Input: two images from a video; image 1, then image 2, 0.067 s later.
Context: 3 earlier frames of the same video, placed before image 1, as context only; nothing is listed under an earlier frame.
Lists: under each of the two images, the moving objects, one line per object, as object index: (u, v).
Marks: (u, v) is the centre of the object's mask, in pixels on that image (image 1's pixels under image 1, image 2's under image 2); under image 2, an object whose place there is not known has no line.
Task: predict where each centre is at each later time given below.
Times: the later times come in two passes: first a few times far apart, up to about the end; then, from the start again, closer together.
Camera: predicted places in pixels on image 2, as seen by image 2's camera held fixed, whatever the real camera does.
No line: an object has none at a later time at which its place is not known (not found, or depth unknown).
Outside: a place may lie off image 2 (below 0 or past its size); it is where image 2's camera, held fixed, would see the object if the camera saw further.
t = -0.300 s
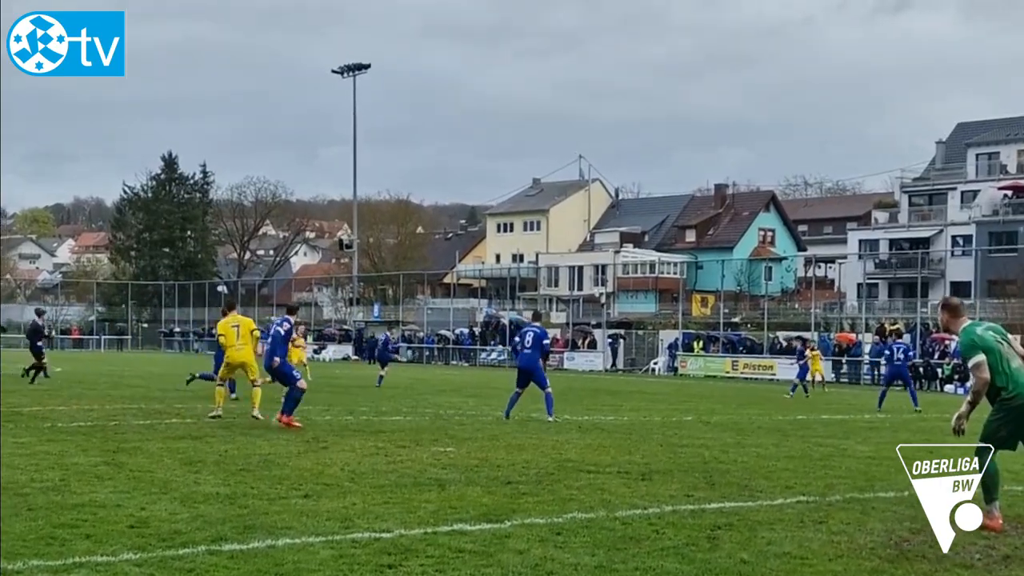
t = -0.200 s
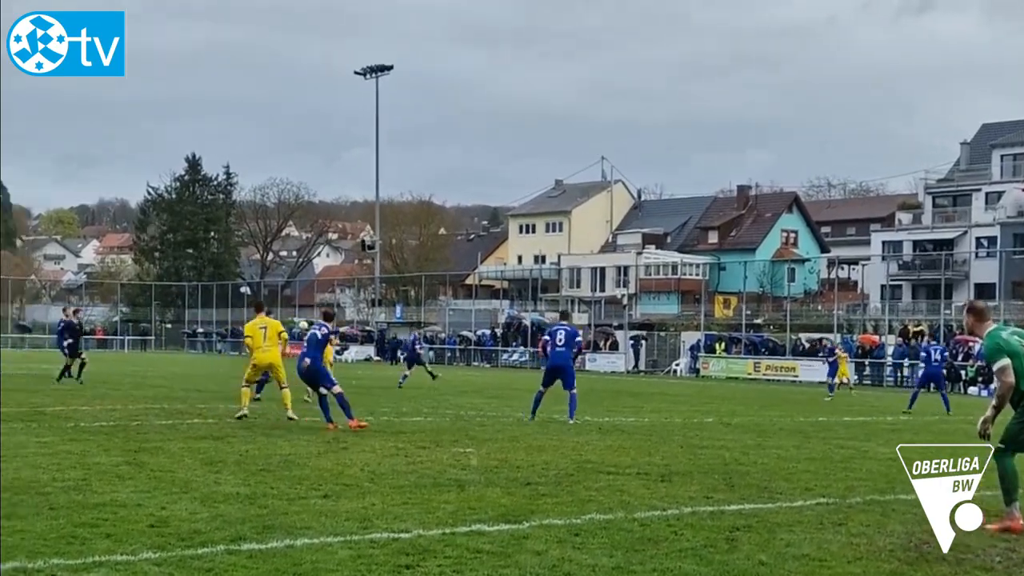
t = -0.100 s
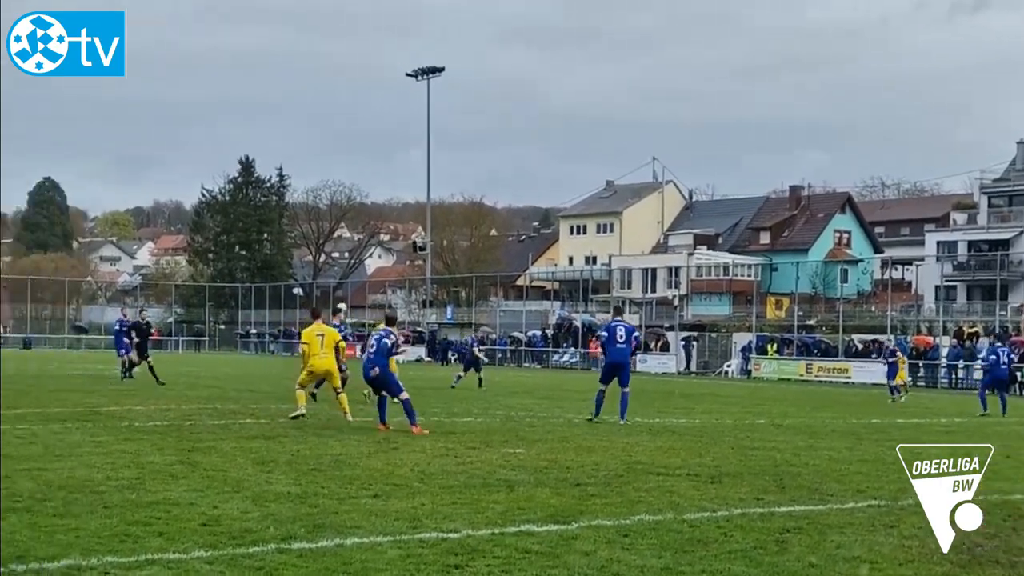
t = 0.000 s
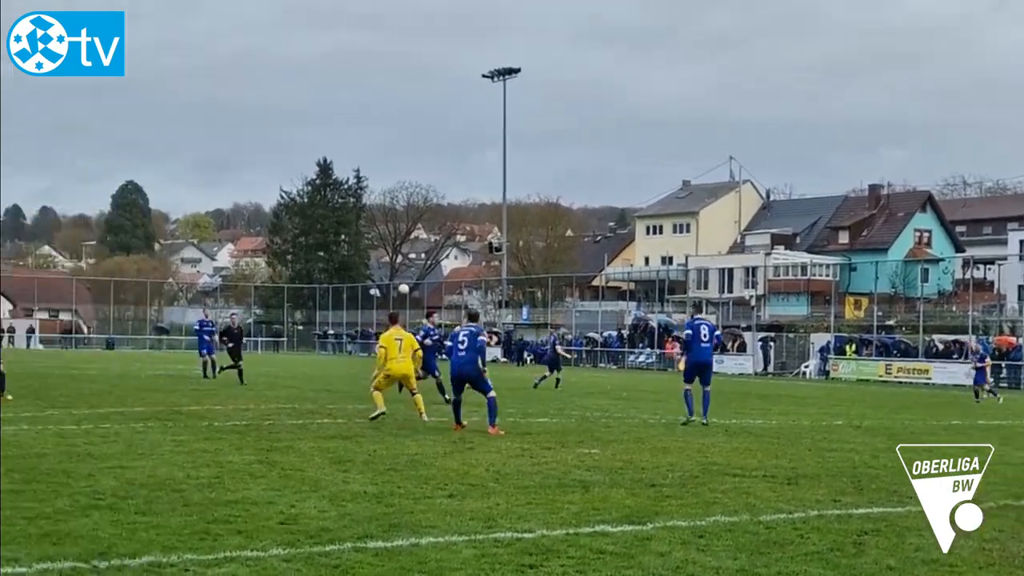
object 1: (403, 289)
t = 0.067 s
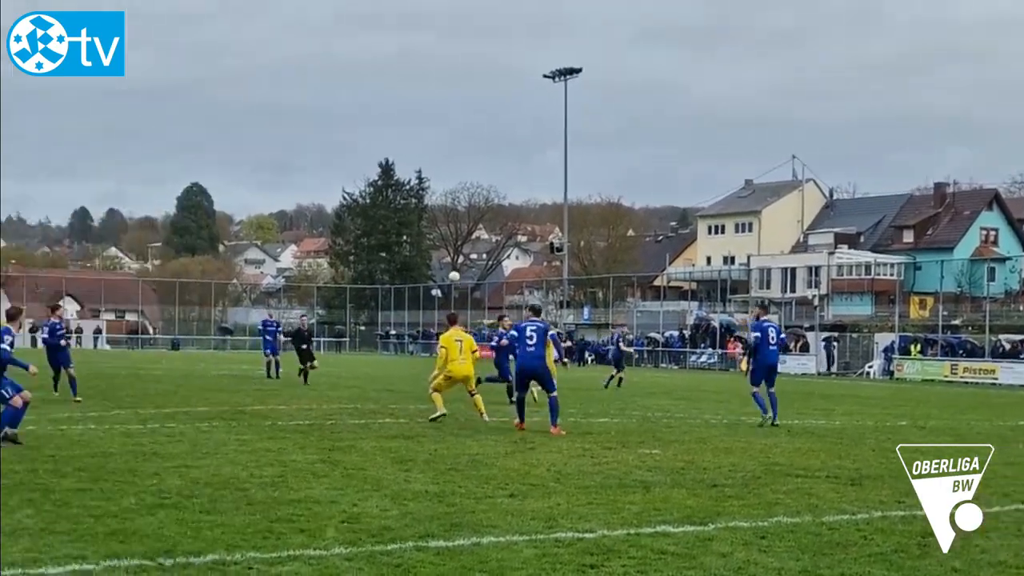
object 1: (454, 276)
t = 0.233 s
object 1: (424, 245)
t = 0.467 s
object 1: (370, 206)
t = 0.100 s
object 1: (449, 269)
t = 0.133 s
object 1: (443, 263)
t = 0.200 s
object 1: (430, 251)
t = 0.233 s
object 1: (424, 245)
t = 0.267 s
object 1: (416, 238)
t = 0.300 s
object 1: (409, 233)
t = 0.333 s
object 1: (401, 227)
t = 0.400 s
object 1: (385, 215)
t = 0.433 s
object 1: (377, 210)
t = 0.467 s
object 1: (370, 206)
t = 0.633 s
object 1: (322, 181)
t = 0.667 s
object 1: (312, 177)
